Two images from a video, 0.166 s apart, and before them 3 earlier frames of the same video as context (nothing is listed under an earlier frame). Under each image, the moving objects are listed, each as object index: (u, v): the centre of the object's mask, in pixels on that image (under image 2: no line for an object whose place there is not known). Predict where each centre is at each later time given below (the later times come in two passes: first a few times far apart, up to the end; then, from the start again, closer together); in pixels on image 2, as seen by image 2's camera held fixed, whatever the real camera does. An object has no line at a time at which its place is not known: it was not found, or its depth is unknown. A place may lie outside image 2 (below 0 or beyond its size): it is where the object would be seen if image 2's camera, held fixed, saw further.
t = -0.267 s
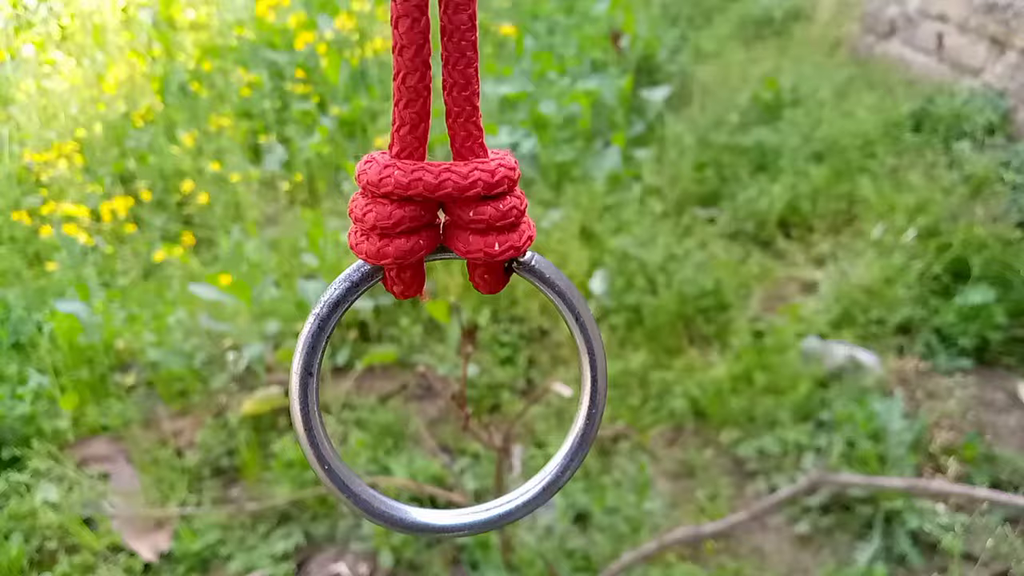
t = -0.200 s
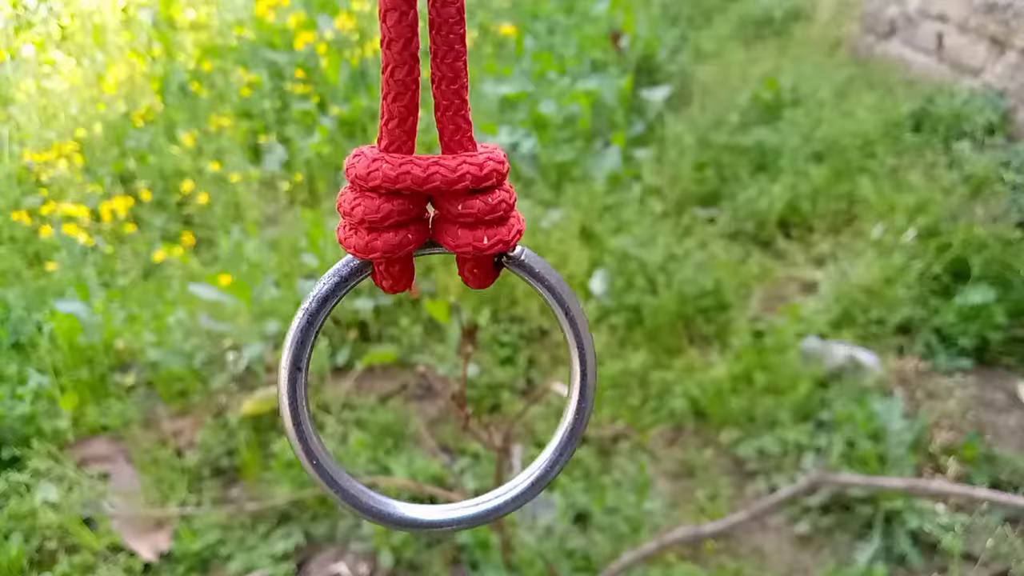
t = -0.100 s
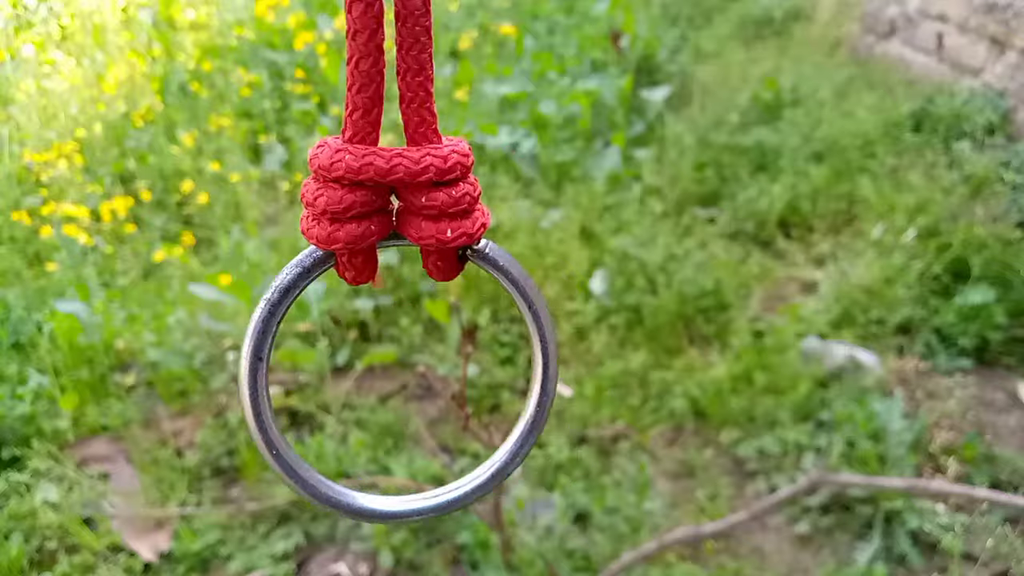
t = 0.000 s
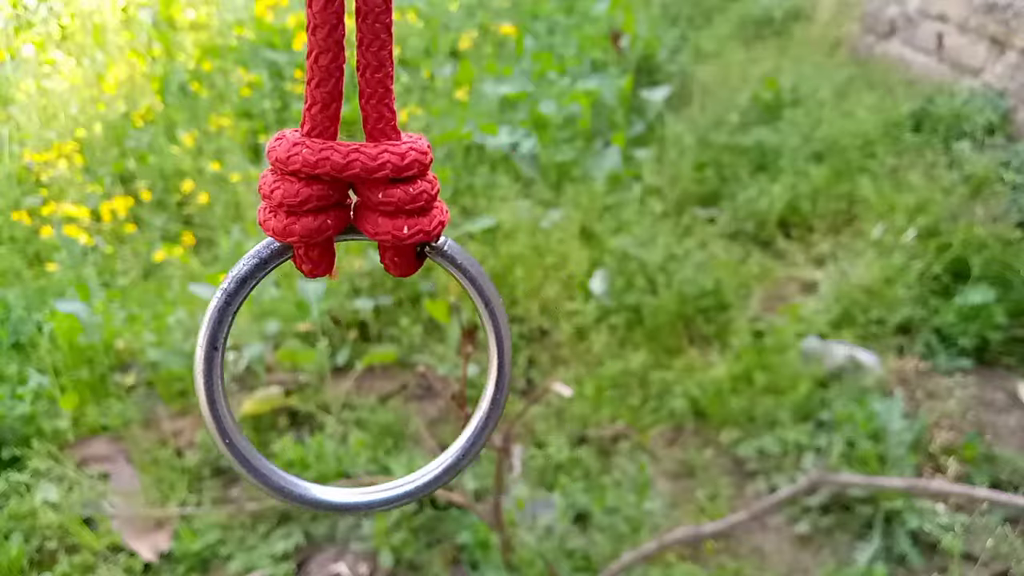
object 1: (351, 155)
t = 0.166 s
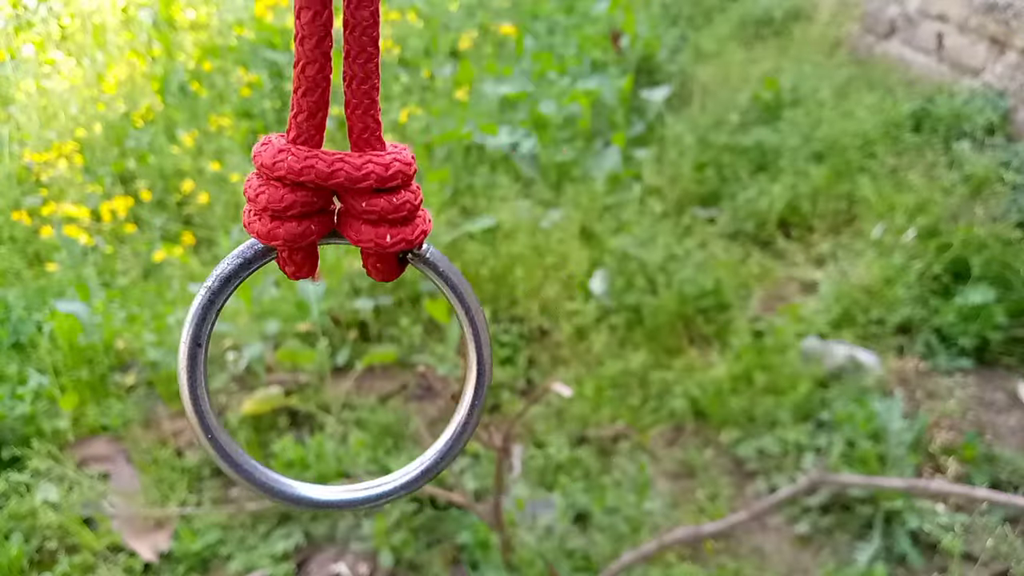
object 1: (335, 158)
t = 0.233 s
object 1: (359, 160)
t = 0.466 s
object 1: (493, 167)
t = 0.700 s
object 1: (469, 174)
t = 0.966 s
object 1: (337, 163)
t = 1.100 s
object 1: (352, 167)
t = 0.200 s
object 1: (345, 159)
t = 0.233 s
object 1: (359, 160)
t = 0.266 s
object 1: (375, 161)
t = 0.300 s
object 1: (394, 163)
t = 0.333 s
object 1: (415, 165)
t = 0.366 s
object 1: (437, 166)
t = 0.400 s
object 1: (457, 167)
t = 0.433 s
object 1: (477, 167)
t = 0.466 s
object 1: (493, 167)
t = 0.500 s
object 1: (505, 168)
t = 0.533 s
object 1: (513, 168)
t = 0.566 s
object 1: (515, 170)
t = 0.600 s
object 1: (512, 171)
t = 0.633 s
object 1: (502, 172)
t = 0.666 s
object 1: (488, 174)
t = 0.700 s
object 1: (469, 174)
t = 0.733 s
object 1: (448, 174)
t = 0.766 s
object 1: (425, 174)
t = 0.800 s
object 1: (403, 172)
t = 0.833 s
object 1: (382, 170)
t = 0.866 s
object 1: (364, 168)
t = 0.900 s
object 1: (351, 166)
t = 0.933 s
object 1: (341, 165)
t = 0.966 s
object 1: (337, 163)
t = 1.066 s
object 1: (343, 166)
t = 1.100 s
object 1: (352, 167)
